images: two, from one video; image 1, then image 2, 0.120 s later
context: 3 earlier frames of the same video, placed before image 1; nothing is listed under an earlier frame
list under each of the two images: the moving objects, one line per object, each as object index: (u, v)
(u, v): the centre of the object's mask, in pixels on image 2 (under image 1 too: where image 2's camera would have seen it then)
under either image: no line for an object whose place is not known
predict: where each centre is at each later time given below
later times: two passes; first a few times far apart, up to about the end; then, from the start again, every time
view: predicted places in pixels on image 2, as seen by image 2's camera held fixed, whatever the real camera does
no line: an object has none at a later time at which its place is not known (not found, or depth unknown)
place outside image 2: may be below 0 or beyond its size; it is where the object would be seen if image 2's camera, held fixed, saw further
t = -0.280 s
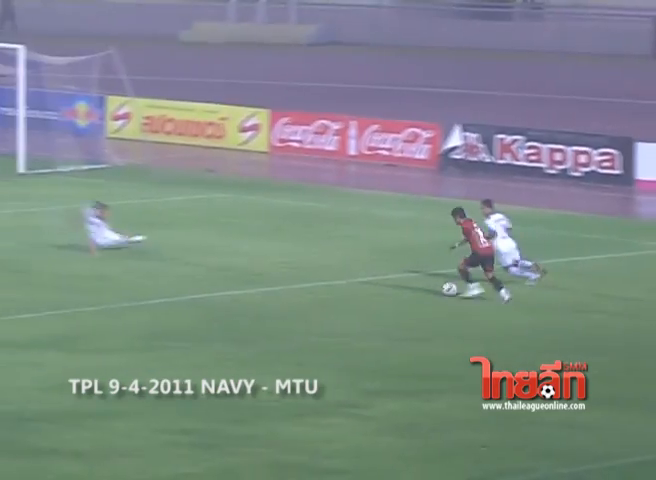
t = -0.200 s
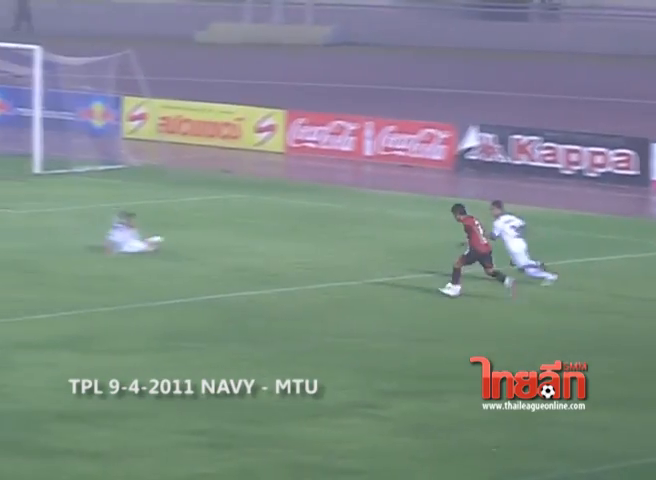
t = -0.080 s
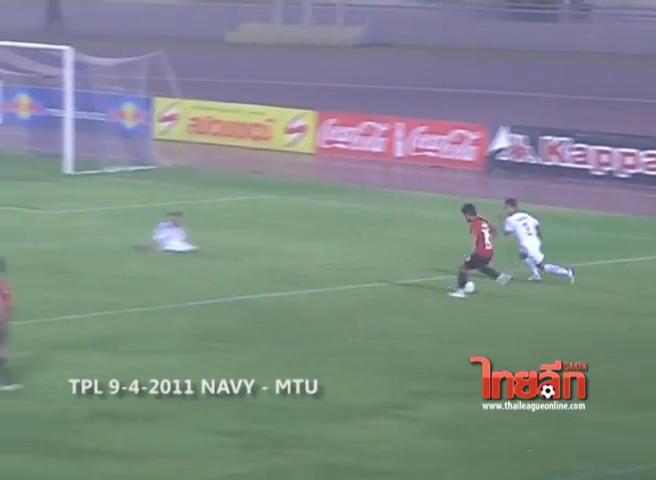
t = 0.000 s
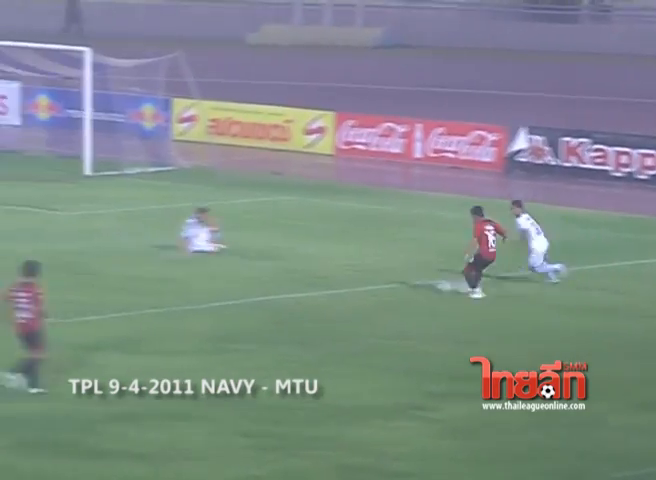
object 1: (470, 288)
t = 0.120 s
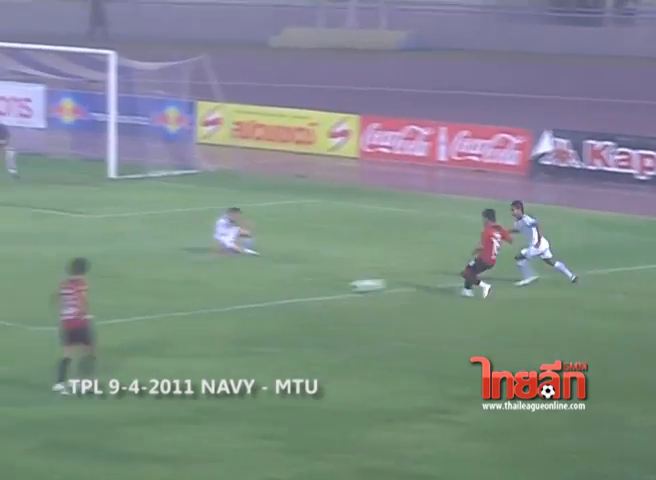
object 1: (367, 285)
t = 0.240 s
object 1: (263, 286)
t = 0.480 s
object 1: (80, 286)
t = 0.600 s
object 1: (1, 286)
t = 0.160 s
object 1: (332, 285)
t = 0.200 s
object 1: (298, 286)
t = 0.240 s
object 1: (263, 286)
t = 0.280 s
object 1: (232, 284)
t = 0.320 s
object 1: (201, 282)
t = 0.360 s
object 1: (171, 281)
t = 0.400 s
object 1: (144, 280)
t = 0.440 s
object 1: (106, 284)
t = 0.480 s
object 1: (80, 286)
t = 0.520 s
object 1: (52, 286)
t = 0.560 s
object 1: (26, 286)
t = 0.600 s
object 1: (1, 286)
